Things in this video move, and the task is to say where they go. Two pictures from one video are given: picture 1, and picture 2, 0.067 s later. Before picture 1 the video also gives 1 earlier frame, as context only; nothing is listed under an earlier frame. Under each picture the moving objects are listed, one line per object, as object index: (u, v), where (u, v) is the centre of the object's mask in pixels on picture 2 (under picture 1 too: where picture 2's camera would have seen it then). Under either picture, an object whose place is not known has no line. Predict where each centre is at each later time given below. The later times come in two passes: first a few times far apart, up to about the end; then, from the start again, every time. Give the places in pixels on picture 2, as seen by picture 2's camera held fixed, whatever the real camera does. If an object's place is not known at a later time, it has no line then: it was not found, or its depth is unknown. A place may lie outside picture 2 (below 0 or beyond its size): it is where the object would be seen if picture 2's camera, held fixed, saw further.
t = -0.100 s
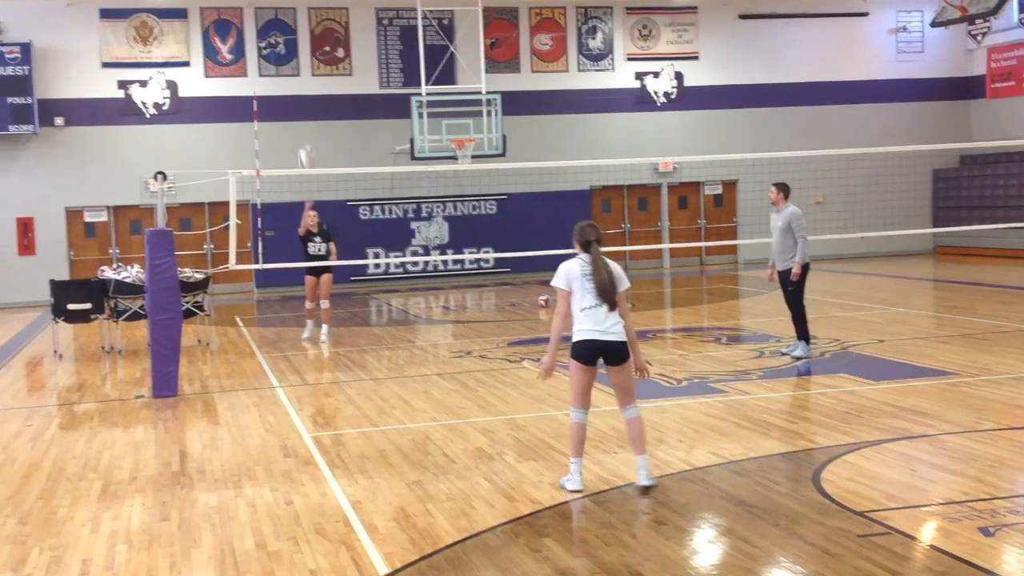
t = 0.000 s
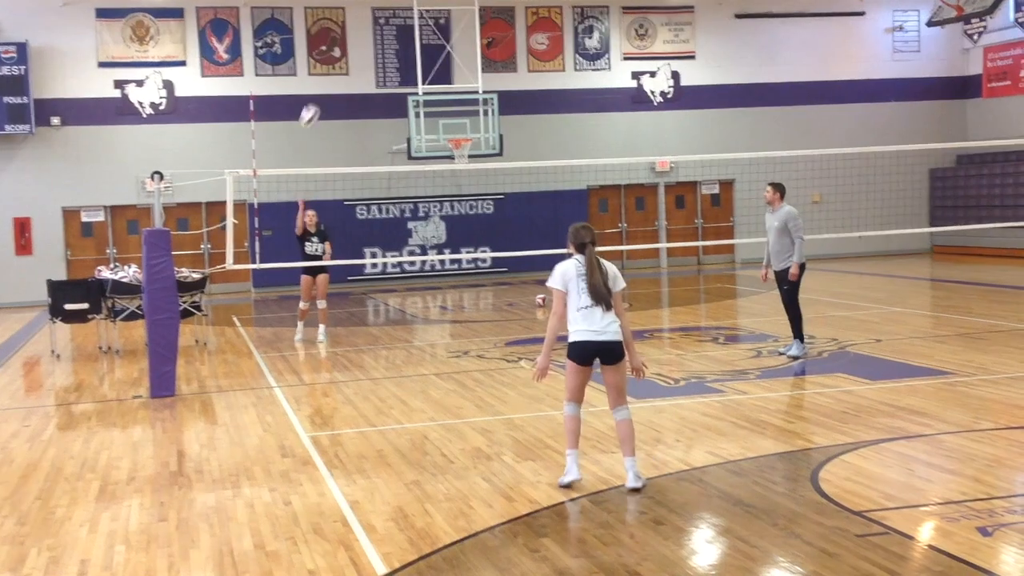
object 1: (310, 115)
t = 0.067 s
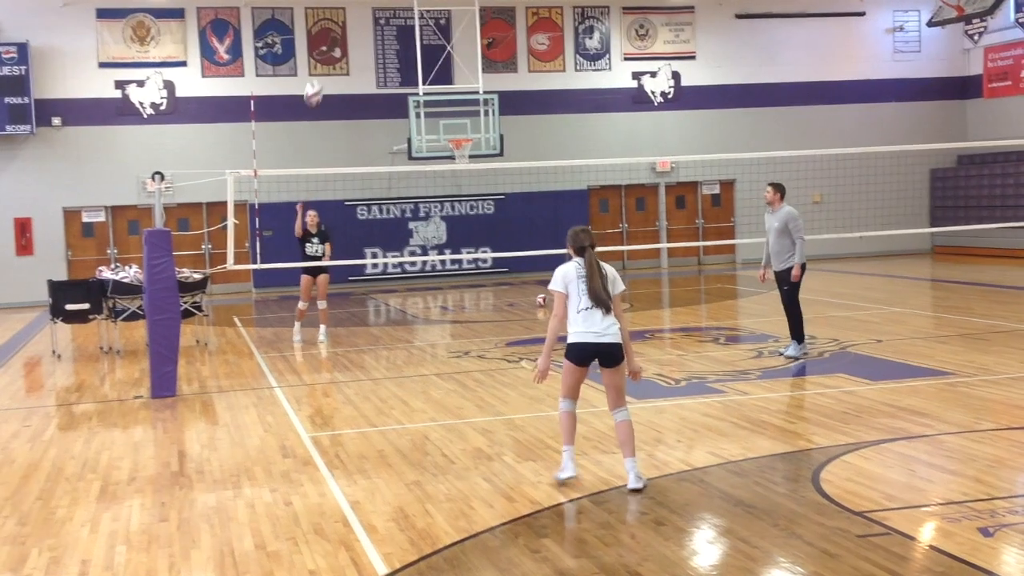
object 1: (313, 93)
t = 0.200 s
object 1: (323, 51)
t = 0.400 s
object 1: (342, 14)
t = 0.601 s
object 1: (365, 18)
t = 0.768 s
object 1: (388, 62)
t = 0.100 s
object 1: (315, 79)
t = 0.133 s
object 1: (318, 67)
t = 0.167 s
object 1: (320, 58)
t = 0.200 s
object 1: (323, 51)
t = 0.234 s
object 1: (326, 42)
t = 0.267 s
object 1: (330, 36)
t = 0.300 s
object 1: (332, 29)
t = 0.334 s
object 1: (335, 23)
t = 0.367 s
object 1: (338, 18)
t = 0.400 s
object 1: (342, 14)
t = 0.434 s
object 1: (345, 12)
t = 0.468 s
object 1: (350, 11)
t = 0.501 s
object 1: (353, 12)
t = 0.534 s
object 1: (357, 13)
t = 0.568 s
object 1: (360, 15)
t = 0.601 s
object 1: (365, 18)
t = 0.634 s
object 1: (370, 24)
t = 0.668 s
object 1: (373, 31)
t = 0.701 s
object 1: (378, 40)
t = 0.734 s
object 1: (384, 51)
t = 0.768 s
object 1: (388, 62)
